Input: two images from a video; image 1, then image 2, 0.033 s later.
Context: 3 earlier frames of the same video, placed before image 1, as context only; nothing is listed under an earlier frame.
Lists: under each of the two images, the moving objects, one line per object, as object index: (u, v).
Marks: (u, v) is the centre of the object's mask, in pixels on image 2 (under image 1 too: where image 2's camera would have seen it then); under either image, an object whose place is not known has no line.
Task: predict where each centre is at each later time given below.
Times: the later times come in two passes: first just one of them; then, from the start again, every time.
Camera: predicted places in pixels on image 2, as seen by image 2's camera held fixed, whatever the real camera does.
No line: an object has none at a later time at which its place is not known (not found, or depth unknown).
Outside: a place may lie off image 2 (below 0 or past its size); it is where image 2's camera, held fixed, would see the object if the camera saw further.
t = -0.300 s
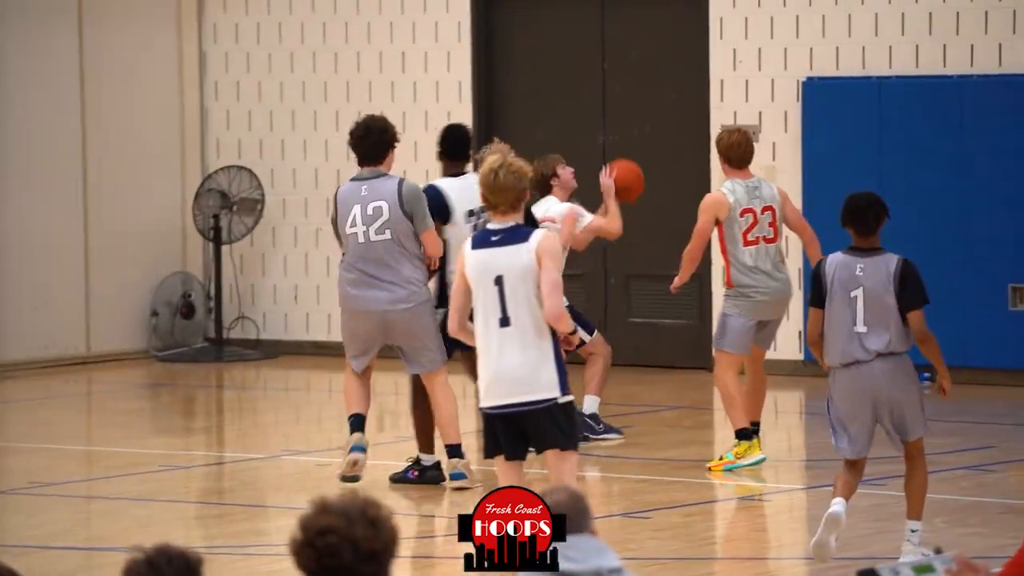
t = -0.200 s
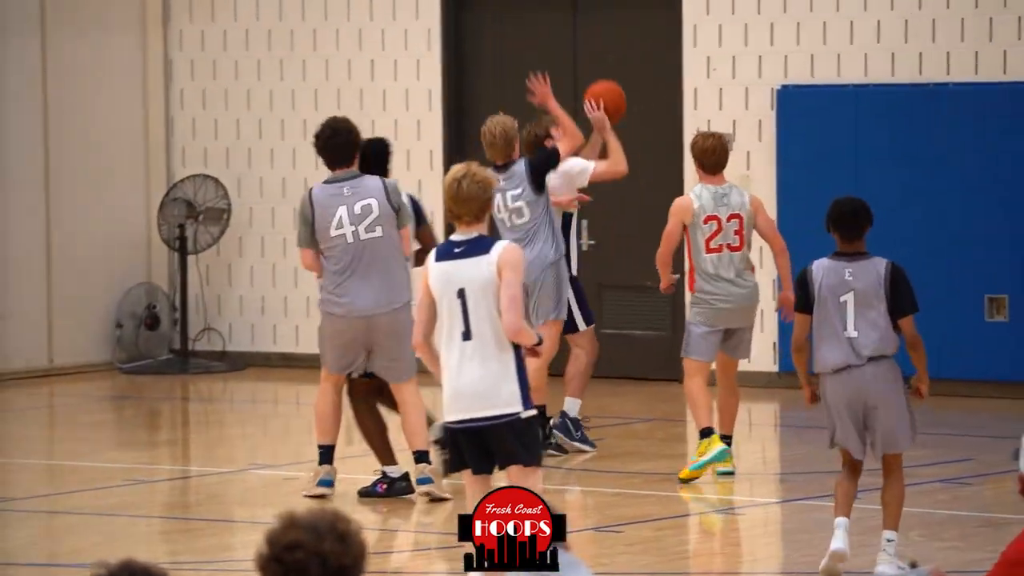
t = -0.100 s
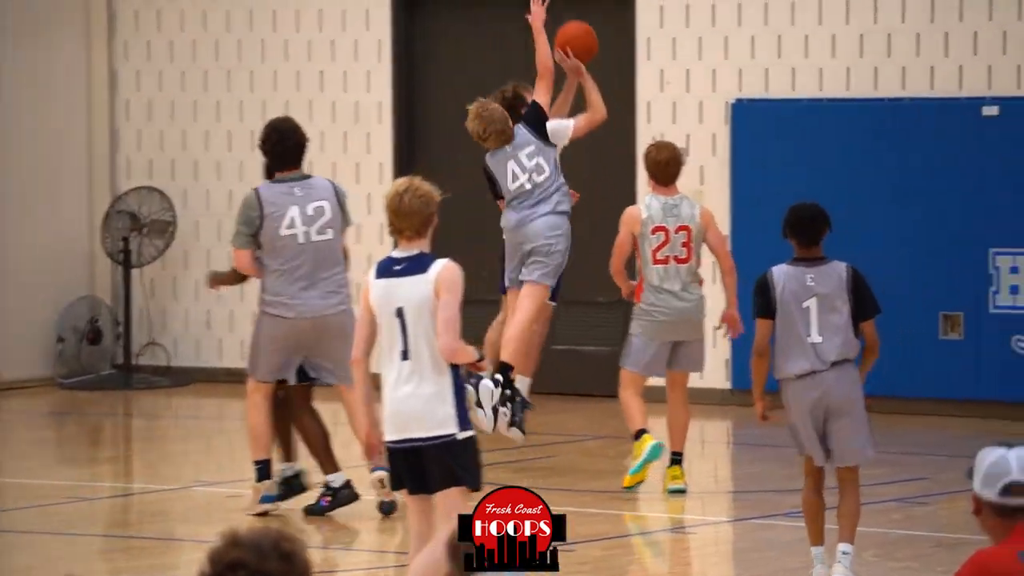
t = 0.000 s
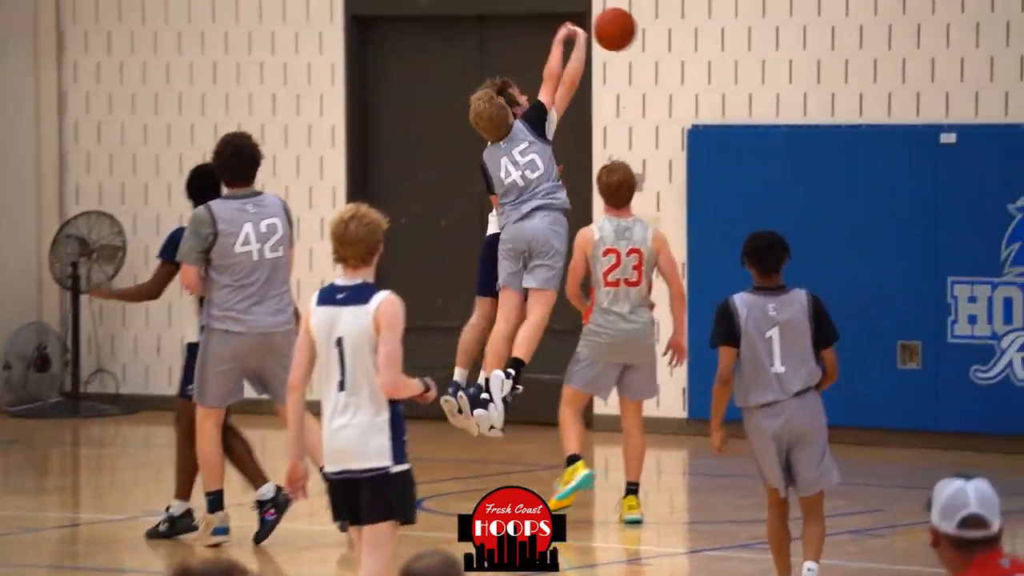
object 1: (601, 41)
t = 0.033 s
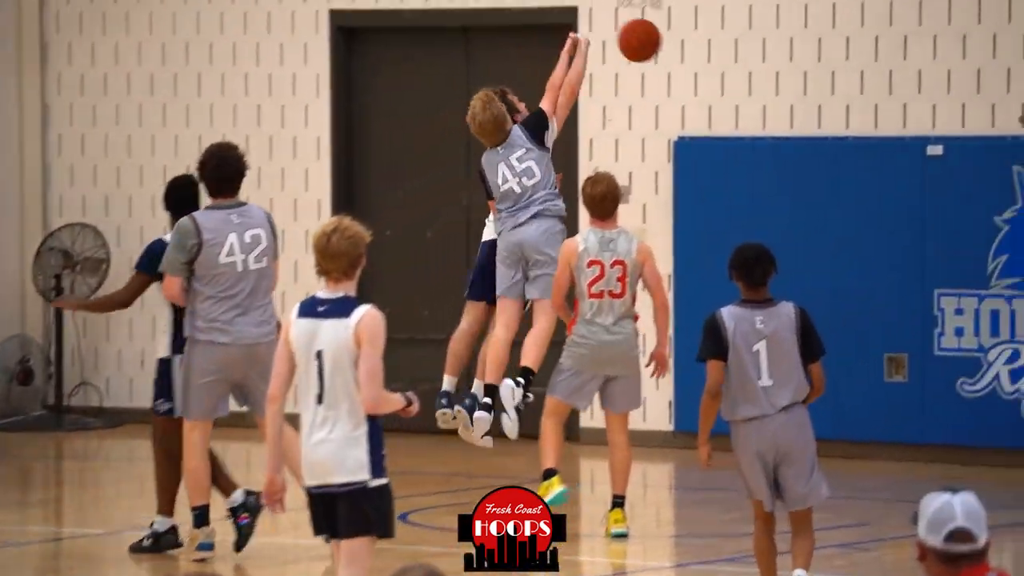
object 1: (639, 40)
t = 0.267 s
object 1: (906, 90)
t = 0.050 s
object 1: (658, 40)
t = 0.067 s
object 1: (676, 40)
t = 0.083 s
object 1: (696, 42)
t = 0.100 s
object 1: (716, 44)
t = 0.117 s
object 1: (734, 47)
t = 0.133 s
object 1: (753, 49)
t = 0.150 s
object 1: (772, 53)
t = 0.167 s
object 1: (791, 57)
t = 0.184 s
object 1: (810, 62)
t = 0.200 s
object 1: (830, 67)
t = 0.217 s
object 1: (849, 72)
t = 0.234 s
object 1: (868, 77)
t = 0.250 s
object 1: (887, 83)
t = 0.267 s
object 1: (906, 90)
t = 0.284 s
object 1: (925, 98)
